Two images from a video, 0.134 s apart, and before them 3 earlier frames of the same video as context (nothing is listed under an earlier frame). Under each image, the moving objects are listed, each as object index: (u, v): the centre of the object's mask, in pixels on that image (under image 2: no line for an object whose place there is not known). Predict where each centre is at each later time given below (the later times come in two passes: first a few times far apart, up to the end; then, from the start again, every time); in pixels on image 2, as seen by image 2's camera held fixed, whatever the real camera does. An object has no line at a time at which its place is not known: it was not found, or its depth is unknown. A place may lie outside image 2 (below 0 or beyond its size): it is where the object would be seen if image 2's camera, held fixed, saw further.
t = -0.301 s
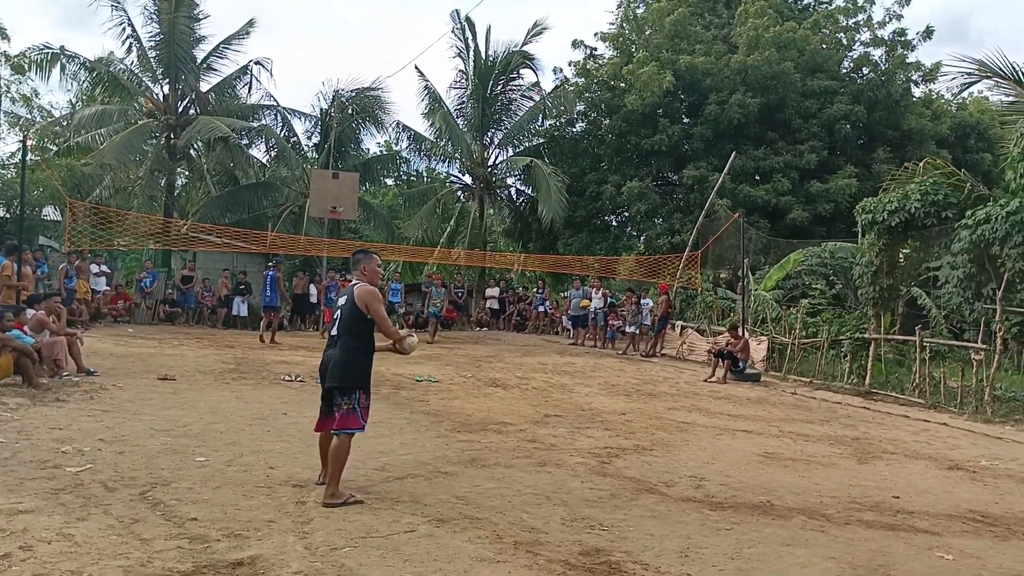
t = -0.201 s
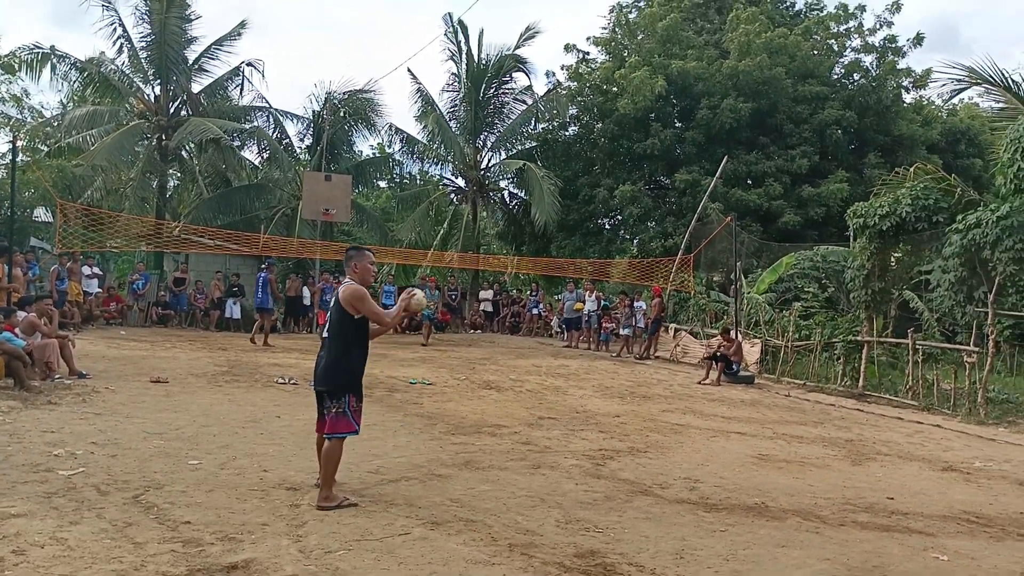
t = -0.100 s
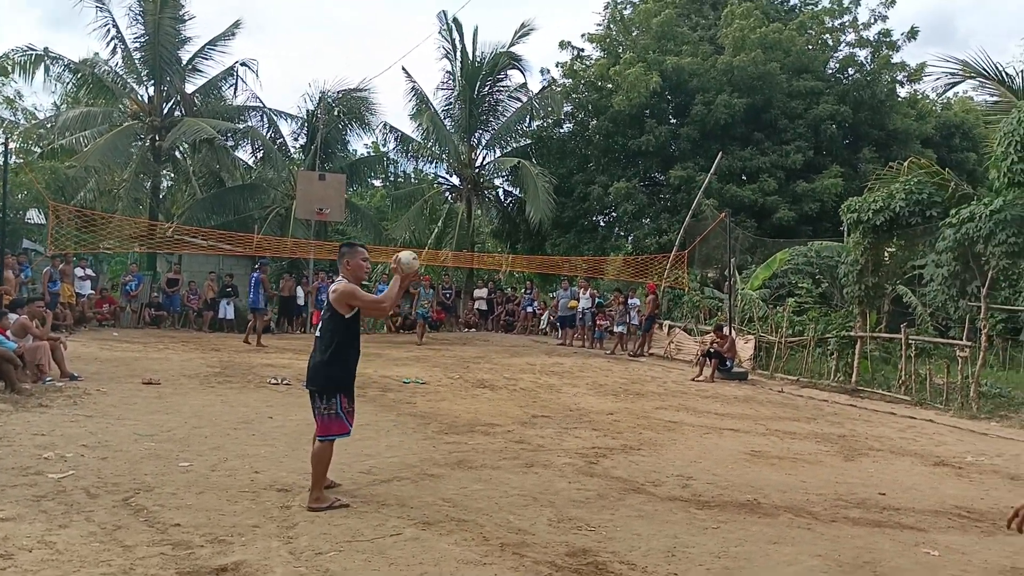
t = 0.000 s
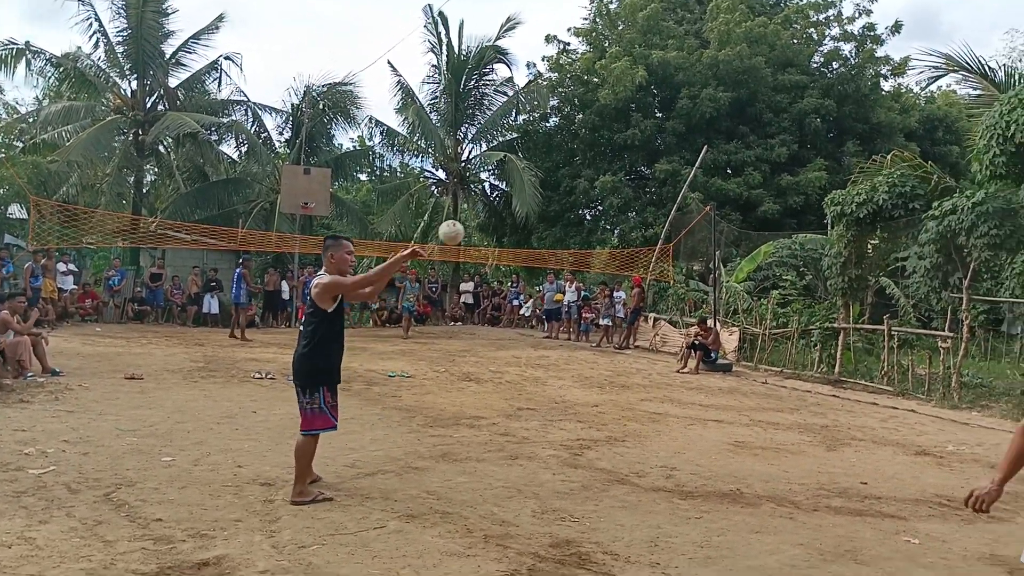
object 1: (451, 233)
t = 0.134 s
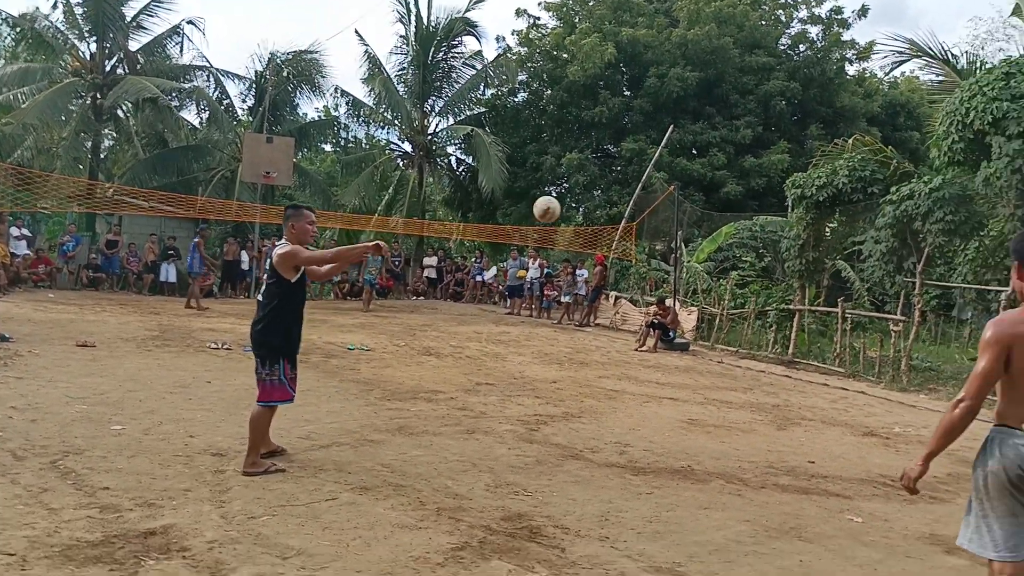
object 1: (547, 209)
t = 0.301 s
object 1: (727, 259)
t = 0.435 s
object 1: (889, 342)
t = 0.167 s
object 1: (582, 214)
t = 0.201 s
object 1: (617, 221)
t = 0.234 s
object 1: (652, 231)
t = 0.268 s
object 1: (689, 244)
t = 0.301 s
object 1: (727, 259)
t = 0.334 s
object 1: (767, 276)
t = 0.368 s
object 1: (806, 295)
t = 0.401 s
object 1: (847, 317)
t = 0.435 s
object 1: (889, 342)
